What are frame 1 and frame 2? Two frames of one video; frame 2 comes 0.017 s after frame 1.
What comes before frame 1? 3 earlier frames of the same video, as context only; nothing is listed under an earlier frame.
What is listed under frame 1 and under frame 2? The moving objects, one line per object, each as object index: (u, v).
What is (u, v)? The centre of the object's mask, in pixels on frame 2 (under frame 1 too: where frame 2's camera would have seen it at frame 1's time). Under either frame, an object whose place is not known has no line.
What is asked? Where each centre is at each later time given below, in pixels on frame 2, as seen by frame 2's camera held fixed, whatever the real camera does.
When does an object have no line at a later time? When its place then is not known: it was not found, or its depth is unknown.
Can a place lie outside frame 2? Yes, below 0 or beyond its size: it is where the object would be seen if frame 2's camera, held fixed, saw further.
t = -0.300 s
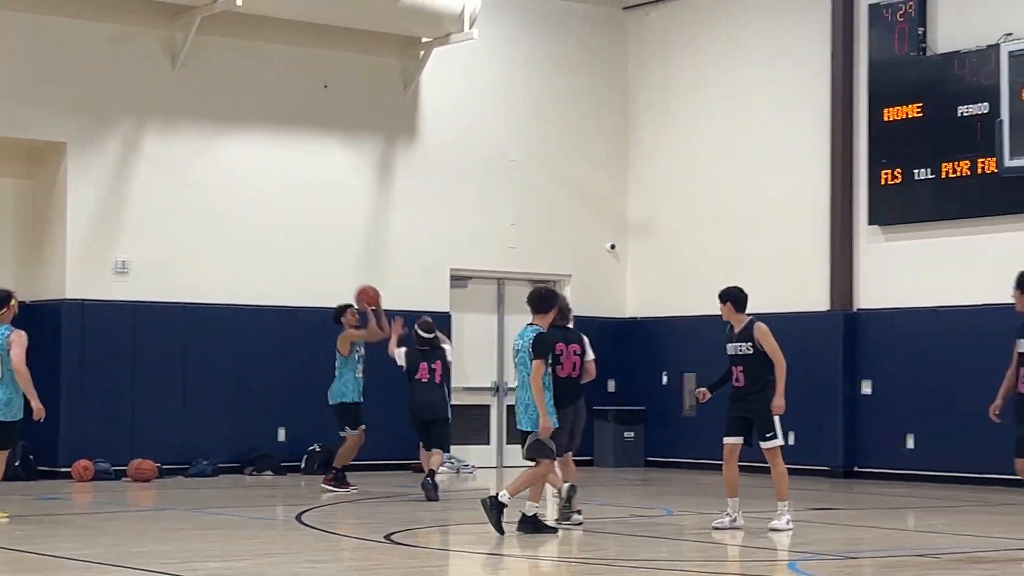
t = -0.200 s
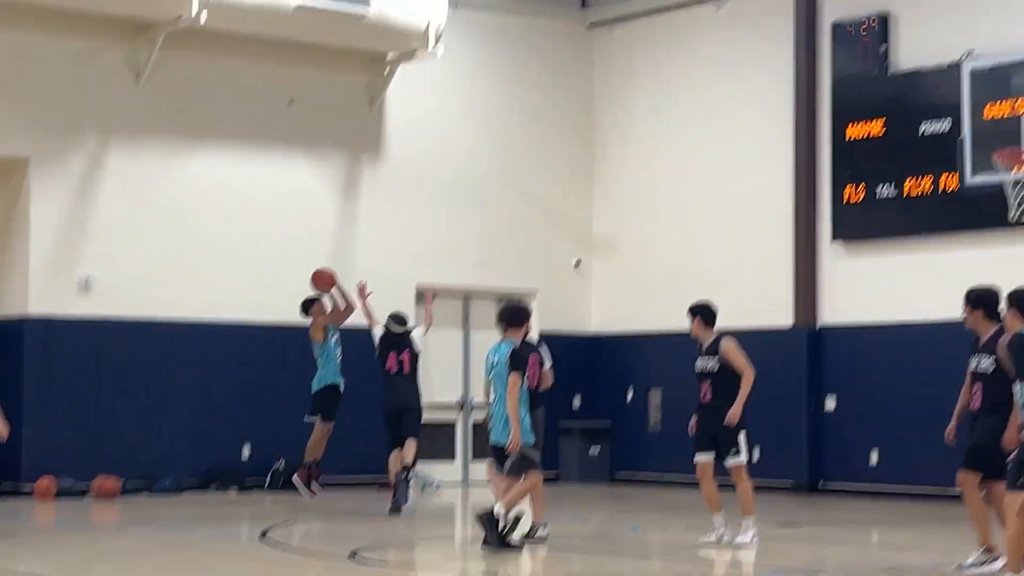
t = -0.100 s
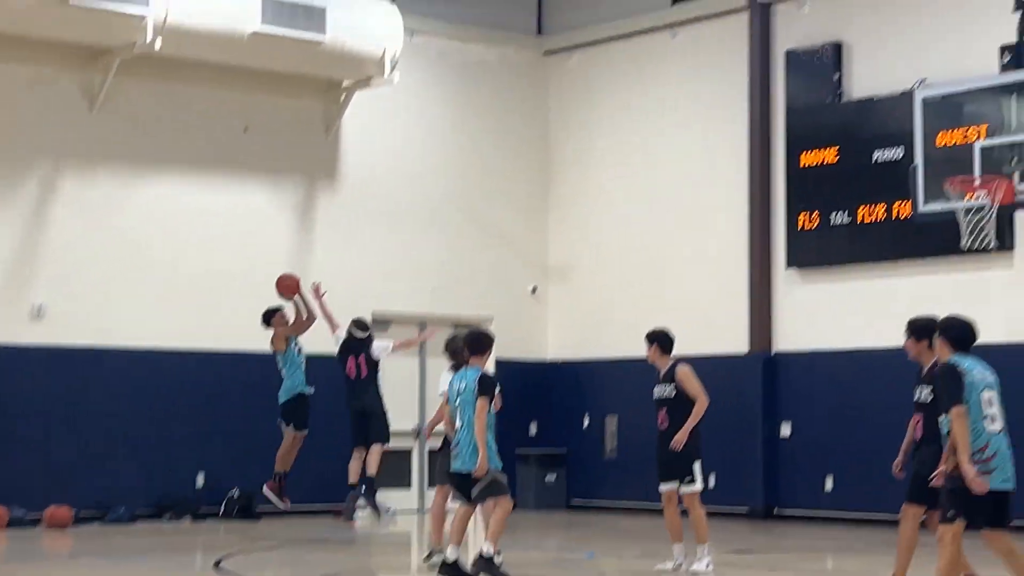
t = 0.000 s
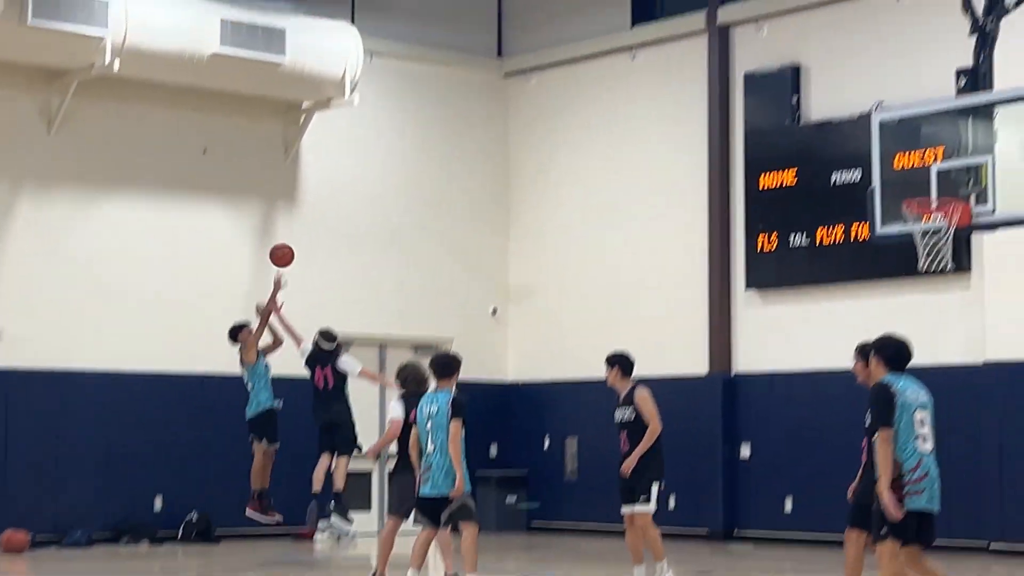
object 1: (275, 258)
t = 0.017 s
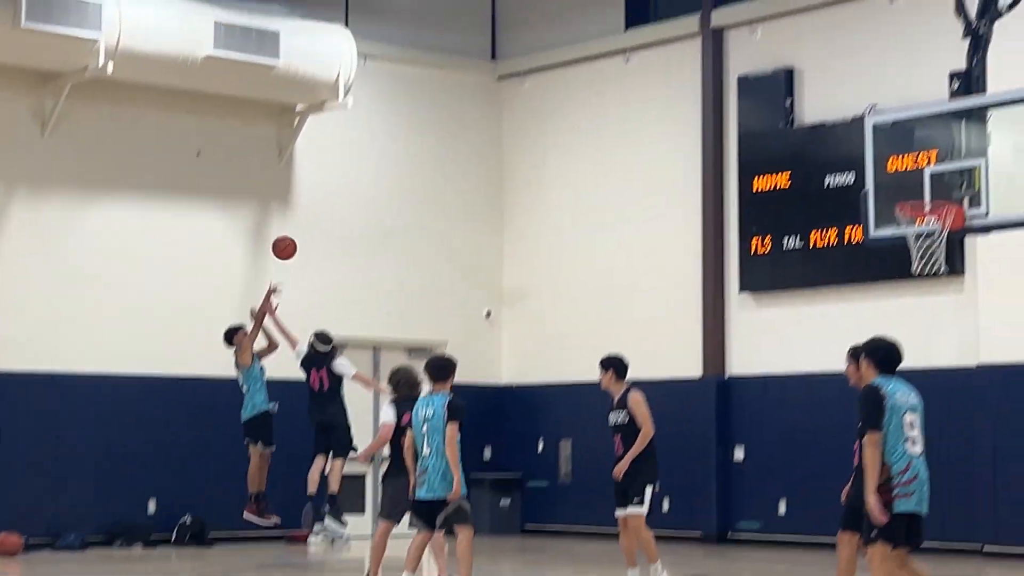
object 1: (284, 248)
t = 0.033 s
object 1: (293, 238)
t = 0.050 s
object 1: (302, 228)
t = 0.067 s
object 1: (310, 218)
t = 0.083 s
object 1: (319, 209)
